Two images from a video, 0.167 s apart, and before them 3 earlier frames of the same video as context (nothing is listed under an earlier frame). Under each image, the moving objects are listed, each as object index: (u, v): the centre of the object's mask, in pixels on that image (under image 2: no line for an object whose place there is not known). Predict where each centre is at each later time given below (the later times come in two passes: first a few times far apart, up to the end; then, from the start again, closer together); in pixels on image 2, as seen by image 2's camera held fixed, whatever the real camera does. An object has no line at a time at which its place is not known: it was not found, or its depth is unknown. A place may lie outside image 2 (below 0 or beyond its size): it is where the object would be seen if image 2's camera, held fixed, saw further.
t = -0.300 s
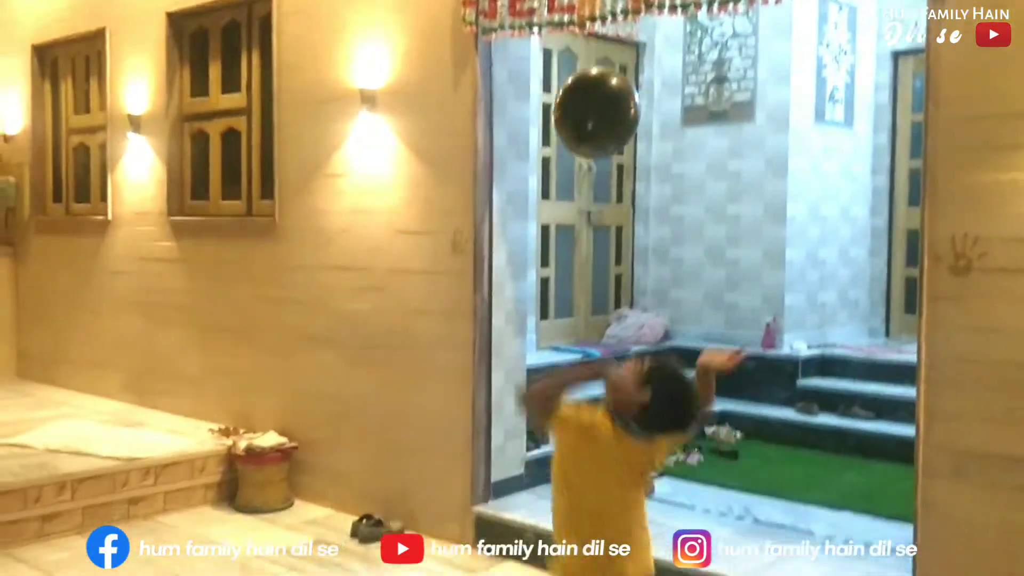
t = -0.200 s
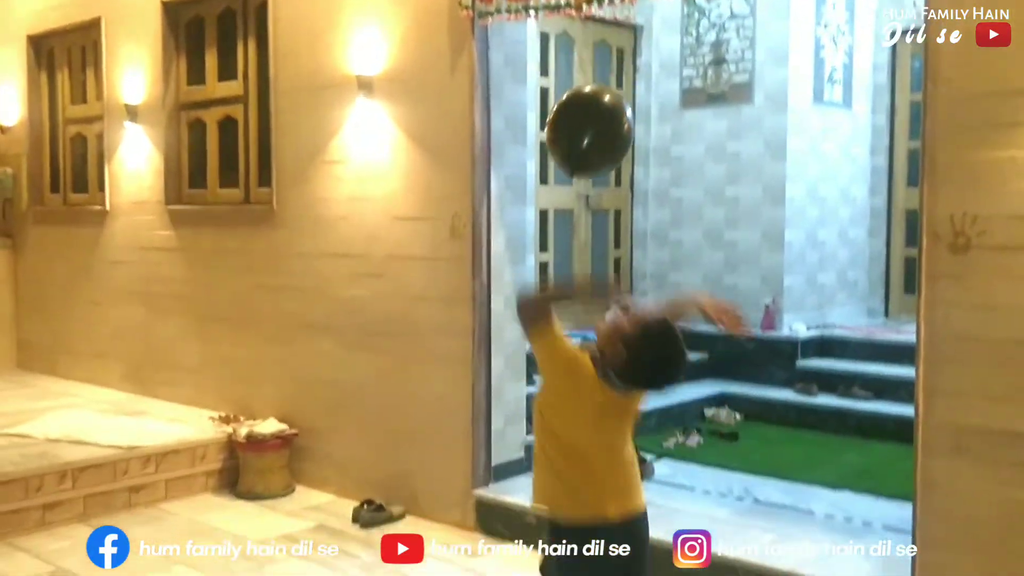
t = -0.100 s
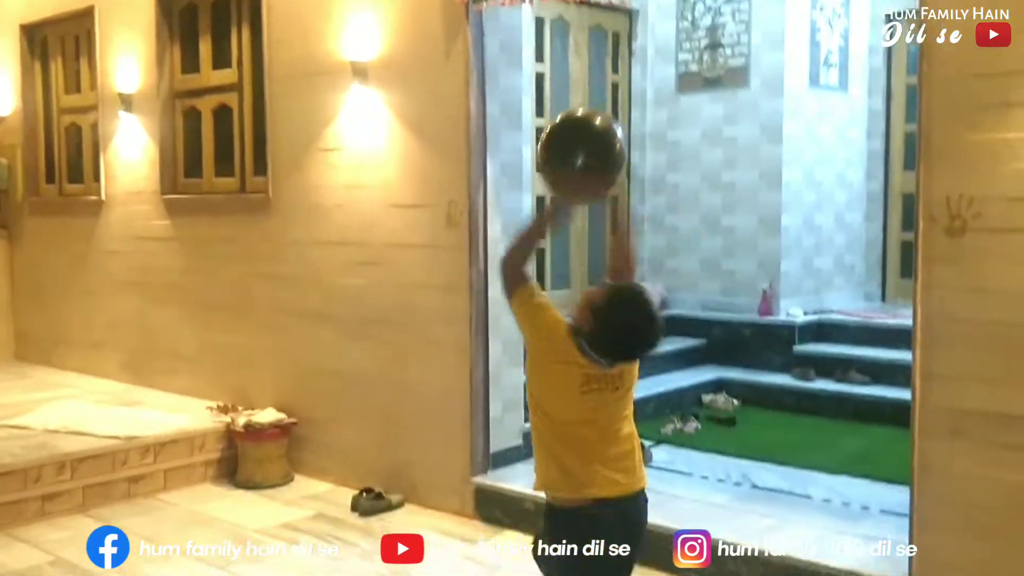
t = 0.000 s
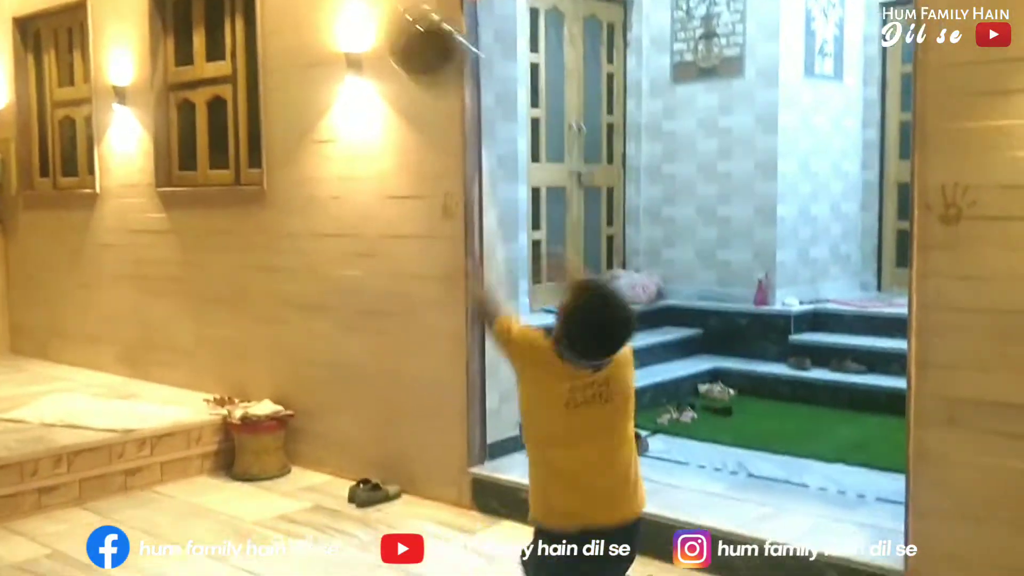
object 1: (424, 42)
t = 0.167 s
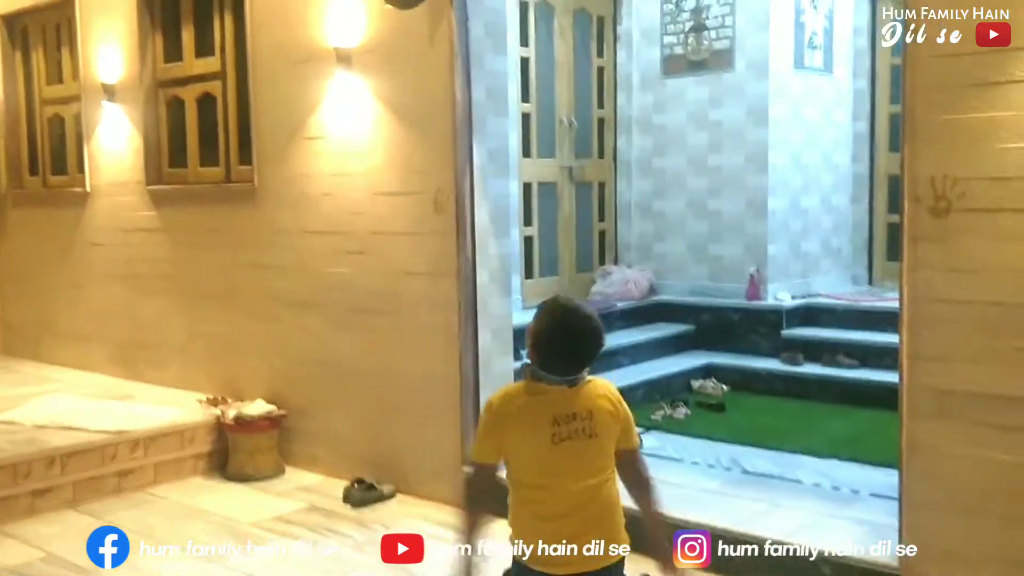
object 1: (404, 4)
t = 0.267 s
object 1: (419, -12)
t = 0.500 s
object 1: (459, -33)
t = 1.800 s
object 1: (522, 211)
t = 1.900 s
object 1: (522, 235)
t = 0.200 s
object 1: (410, 0)
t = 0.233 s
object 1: (415, -6)
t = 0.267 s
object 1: (419, -12)
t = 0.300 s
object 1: (424, -20)
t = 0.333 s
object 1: (431, -26)
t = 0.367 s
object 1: (437, -32)
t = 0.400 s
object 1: (442, -36)
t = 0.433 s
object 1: (448, -36)
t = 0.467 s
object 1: (453, -35)
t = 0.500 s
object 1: (459, -33)
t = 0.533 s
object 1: (462, -30)
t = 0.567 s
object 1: (468, -23)
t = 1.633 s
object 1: (524, 170)
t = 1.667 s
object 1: (523, 178)
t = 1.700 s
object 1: (523, 186)
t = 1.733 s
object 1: (522, 195)
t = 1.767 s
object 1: (523, 203)
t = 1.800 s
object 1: (522, 211)
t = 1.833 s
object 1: (522, 219)
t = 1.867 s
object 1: (522, 227)
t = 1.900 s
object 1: (522, 235)
